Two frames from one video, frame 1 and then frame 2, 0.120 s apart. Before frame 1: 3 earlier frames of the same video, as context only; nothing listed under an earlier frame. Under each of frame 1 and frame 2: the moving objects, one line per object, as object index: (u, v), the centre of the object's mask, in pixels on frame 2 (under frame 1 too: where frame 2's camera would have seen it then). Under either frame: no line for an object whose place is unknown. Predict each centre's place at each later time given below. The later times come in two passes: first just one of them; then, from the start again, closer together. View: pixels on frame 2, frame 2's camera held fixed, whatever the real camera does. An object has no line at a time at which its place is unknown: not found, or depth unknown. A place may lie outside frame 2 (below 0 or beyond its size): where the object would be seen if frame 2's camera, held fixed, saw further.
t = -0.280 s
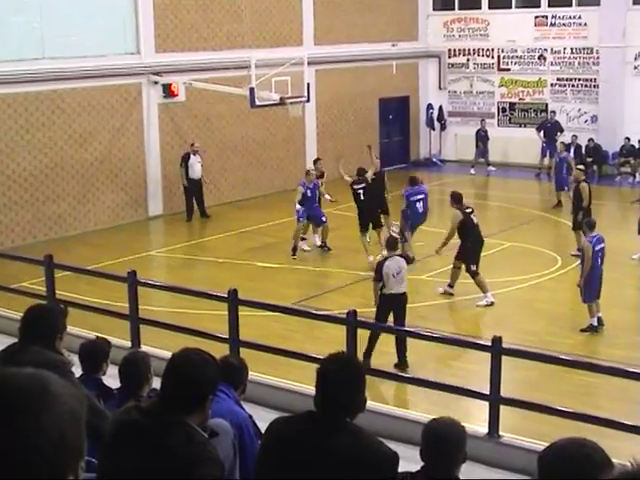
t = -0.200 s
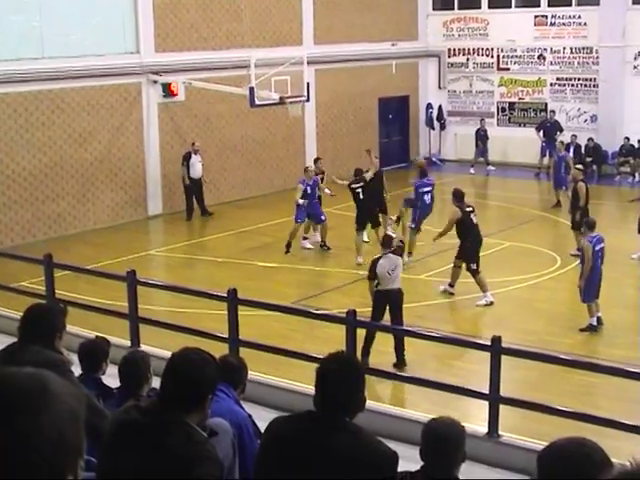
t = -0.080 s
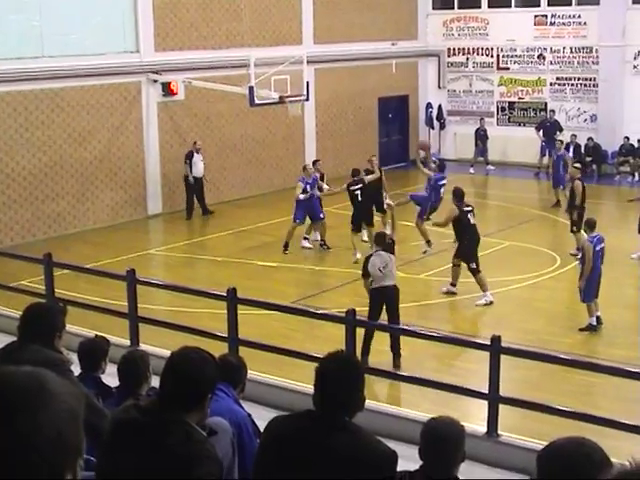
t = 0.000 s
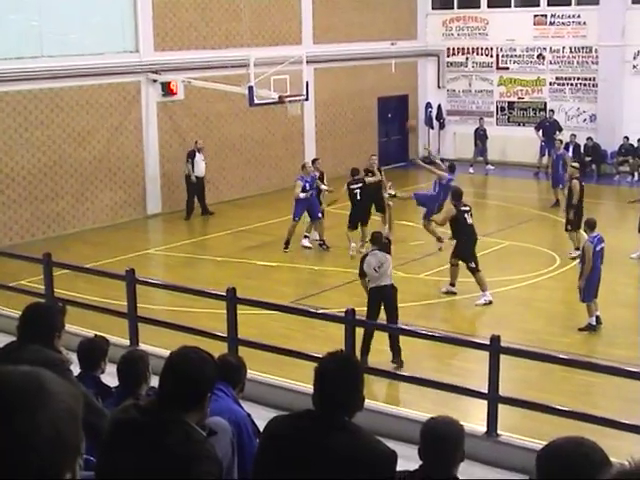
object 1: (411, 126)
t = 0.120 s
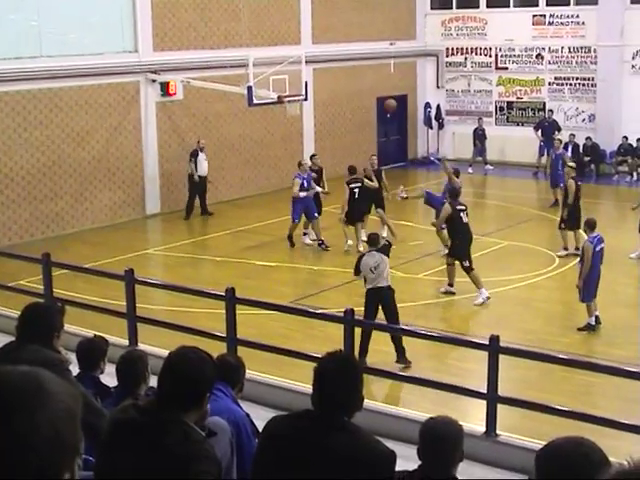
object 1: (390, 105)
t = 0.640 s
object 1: (311, 100)
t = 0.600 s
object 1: (317, 96)
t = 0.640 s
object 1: (311, 100)
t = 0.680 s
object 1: (306, 104)
